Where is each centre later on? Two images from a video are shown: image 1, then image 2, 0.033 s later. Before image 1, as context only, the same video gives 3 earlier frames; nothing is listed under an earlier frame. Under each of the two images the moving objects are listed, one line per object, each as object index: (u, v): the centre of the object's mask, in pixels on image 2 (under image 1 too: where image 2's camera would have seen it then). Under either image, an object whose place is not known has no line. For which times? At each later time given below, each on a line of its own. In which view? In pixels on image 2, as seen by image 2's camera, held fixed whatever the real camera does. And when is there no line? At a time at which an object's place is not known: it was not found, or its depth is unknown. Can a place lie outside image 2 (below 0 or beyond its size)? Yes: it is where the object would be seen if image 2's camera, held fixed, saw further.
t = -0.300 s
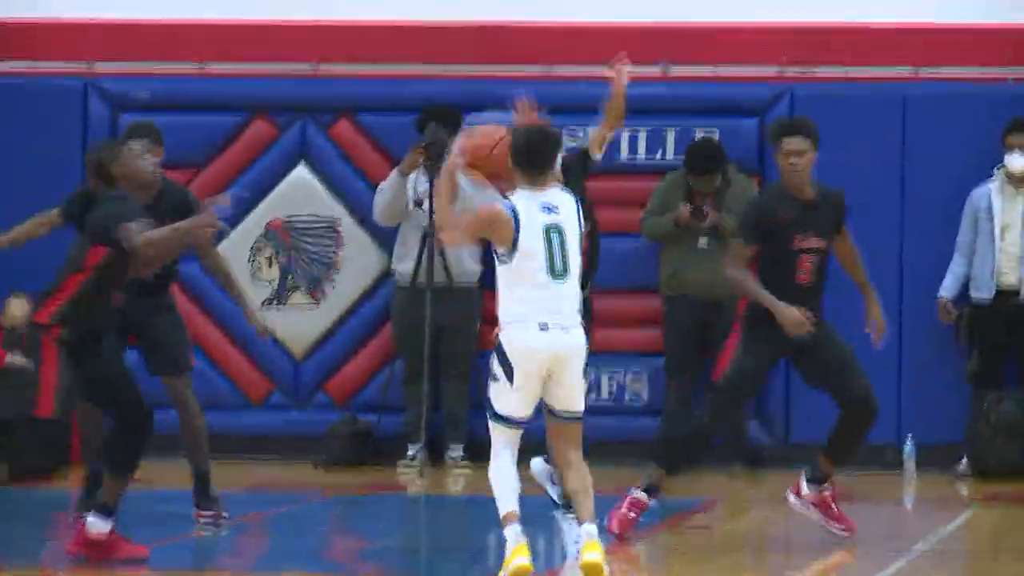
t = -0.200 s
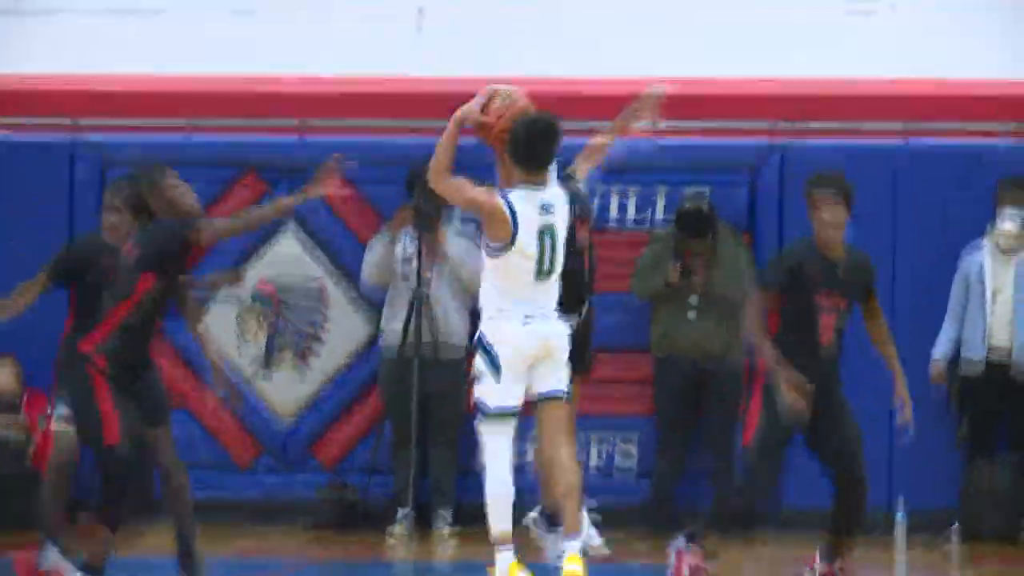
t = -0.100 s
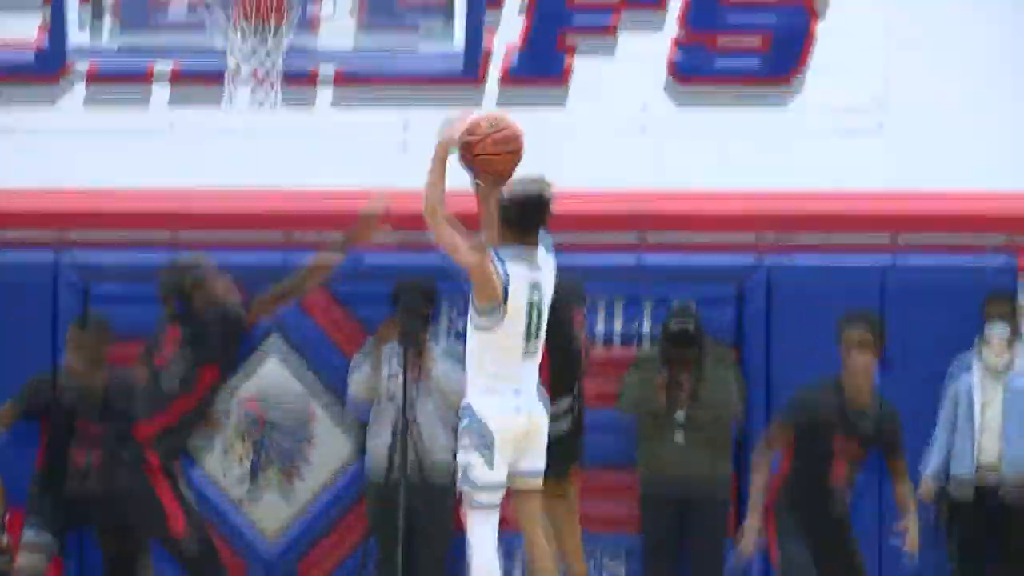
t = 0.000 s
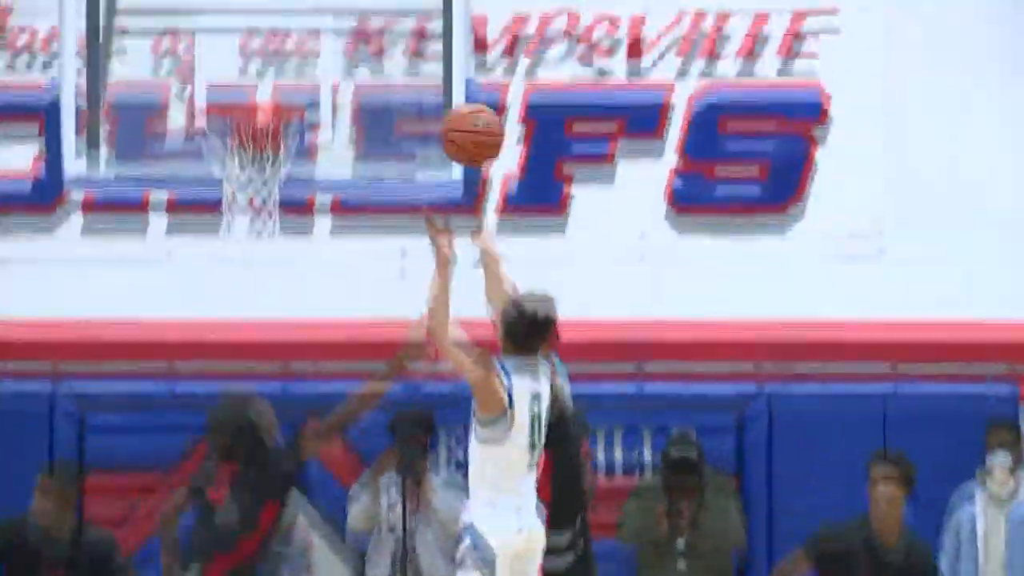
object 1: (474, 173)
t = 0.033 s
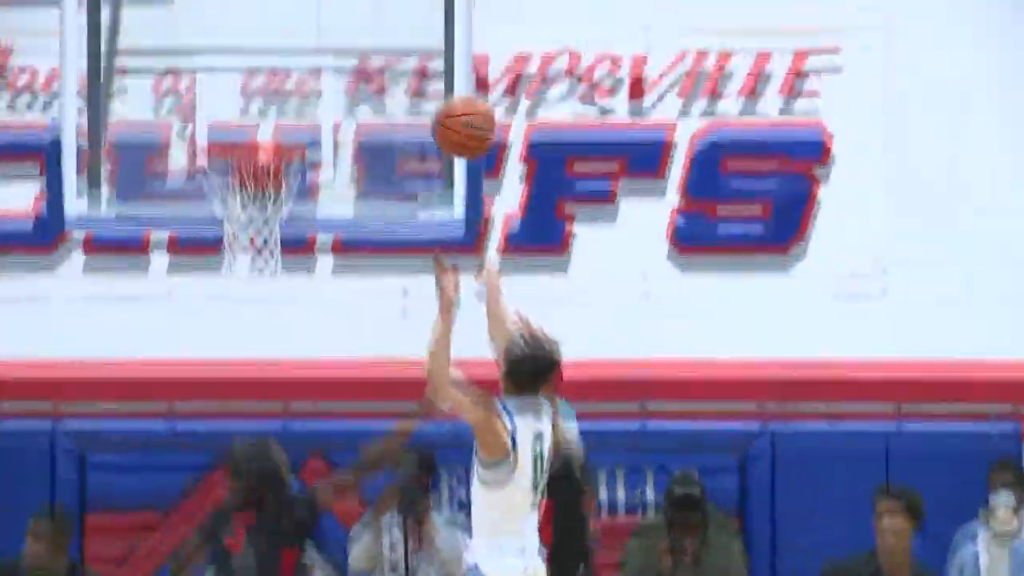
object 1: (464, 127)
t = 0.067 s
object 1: (457, 85)
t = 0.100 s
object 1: (445, 46)
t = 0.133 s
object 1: (438, 14)
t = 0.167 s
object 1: (430, -15)
